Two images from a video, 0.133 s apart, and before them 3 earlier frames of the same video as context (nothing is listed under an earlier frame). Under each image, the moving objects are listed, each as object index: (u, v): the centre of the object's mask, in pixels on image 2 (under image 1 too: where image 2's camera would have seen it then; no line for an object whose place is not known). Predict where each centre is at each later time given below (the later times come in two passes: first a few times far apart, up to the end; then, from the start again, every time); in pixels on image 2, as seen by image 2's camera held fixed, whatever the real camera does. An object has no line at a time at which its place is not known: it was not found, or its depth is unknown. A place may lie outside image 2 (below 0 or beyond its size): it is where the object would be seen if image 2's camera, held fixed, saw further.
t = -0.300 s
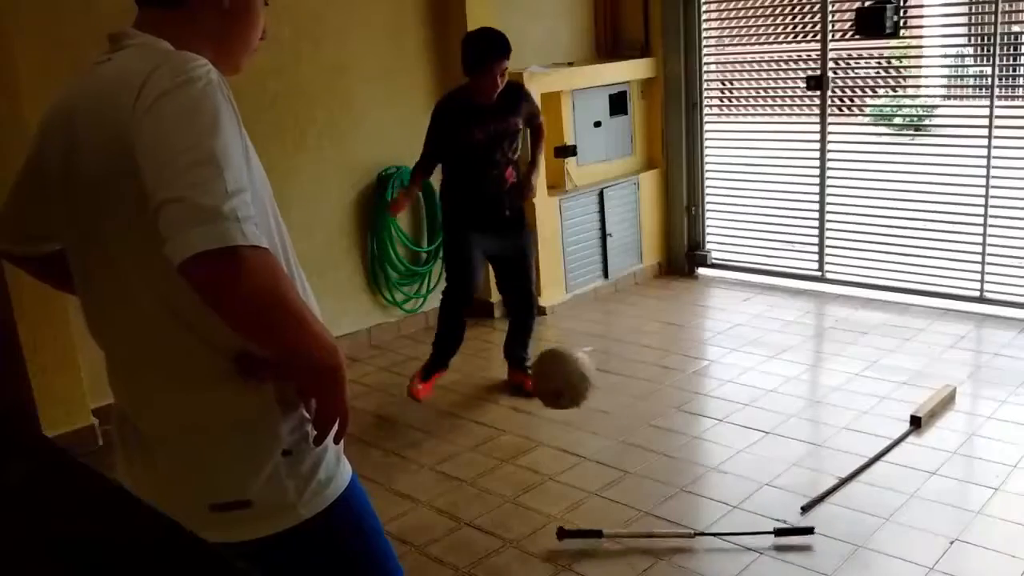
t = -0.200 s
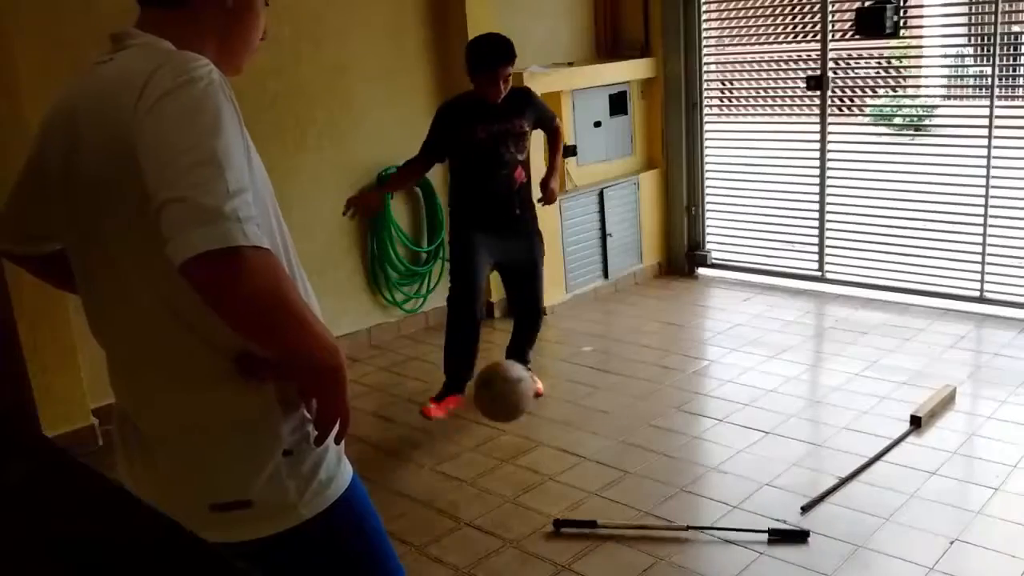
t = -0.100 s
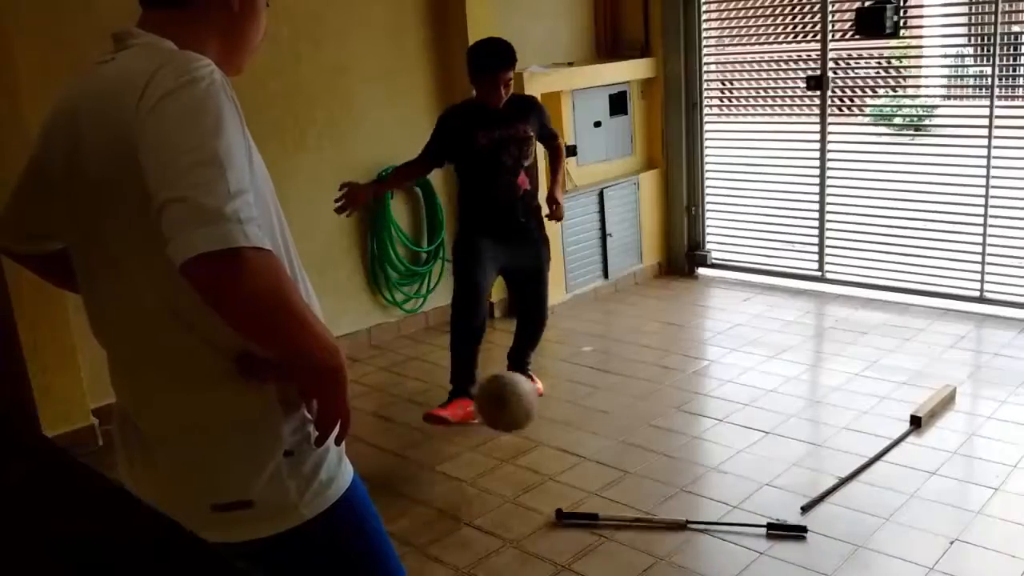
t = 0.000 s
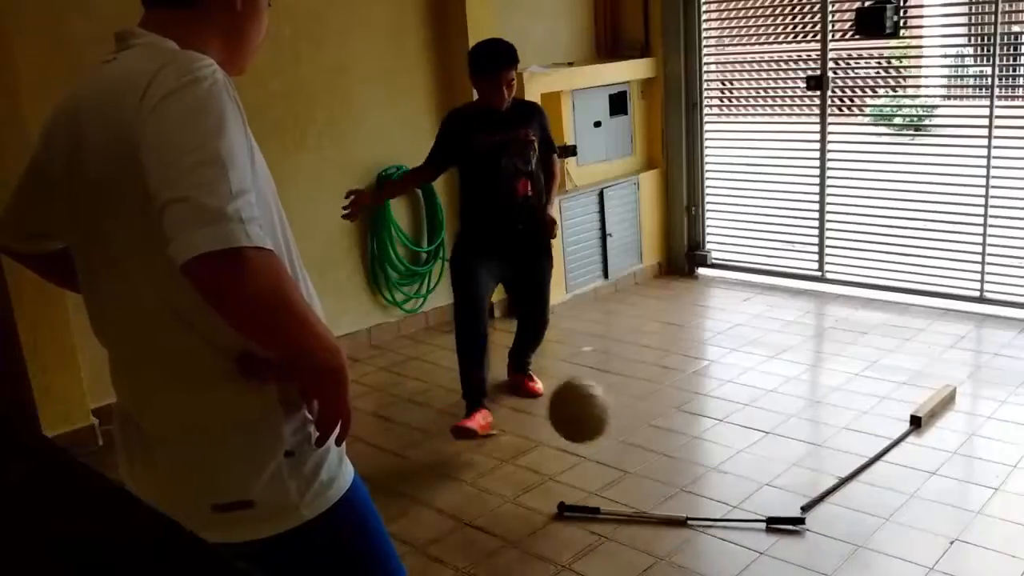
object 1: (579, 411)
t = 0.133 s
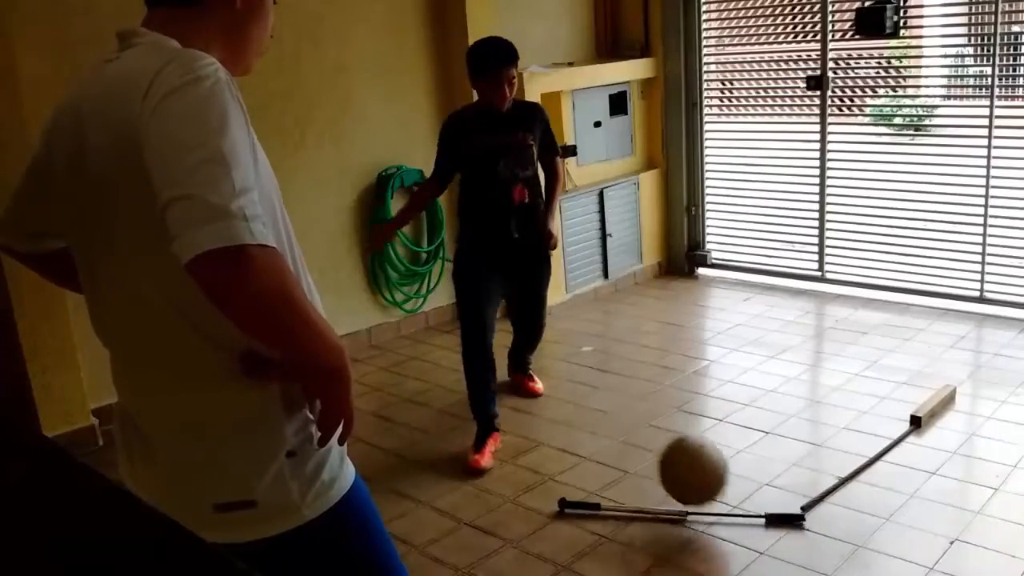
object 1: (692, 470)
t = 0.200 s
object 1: (749, 497)
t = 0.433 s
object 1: (926, 538)
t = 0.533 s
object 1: (989, 549)
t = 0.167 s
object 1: (724, 495)
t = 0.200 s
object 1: (749, 497)
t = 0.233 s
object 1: (772, 496)
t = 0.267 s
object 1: (797, 500)
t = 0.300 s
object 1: (823, 506)
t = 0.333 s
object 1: (849, 515)
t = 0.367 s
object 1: (876, 529)
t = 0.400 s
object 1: (902, 539)
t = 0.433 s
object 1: (926, 538)
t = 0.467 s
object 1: (953, 540)
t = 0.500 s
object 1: (977, 545)
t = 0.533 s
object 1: (989, 549)
